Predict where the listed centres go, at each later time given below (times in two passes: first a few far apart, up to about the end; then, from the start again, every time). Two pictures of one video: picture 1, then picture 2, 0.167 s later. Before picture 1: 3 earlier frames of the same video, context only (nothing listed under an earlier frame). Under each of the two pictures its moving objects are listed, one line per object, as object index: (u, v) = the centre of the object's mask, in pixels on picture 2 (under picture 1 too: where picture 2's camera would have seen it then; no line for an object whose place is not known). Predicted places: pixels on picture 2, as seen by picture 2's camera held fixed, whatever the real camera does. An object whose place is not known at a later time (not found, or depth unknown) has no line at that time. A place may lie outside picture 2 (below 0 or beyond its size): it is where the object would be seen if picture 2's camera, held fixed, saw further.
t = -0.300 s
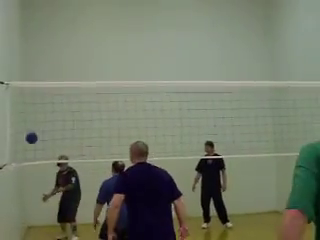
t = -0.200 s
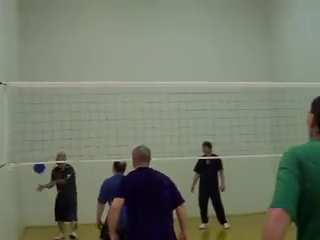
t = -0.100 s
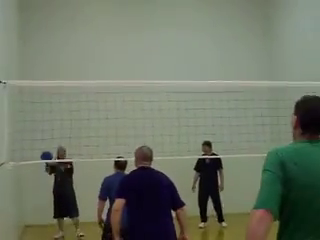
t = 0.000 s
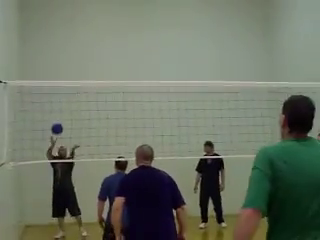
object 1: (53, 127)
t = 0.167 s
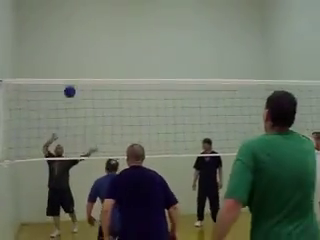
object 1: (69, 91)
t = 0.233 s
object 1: (76, 85)
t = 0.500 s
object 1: (106, 67)
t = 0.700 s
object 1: (130, 82)
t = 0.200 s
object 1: (73, 87)
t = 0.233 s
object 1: (76, 85)
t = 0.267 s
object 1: (80, 75)
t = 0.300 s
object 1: (84, 74)
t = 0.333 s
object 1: (87, 72)
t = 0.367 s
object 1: (91, 69)
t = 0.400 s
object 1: (95, 68)
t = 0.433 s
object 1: (98, 67)
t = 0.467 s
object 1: (102, 67)
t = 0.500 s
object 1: (106, 67)
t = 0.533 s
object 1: (110, 68)
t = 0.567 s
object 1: (114, 69)
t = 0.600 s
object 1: (118, 71)
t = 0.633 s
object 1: (122, 73)
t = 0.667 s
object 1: (126, 75)
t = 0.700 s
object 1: (130, 82)
